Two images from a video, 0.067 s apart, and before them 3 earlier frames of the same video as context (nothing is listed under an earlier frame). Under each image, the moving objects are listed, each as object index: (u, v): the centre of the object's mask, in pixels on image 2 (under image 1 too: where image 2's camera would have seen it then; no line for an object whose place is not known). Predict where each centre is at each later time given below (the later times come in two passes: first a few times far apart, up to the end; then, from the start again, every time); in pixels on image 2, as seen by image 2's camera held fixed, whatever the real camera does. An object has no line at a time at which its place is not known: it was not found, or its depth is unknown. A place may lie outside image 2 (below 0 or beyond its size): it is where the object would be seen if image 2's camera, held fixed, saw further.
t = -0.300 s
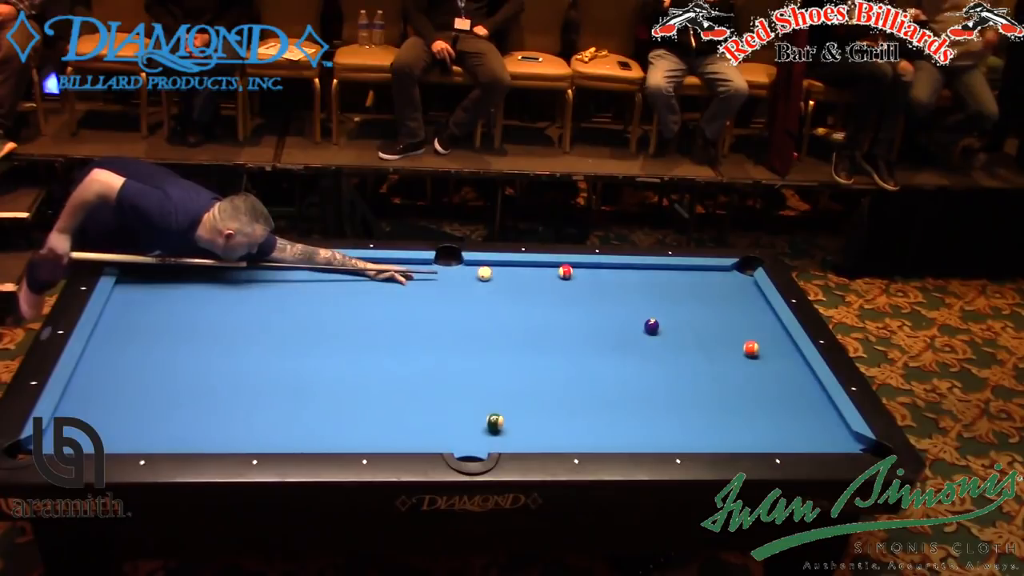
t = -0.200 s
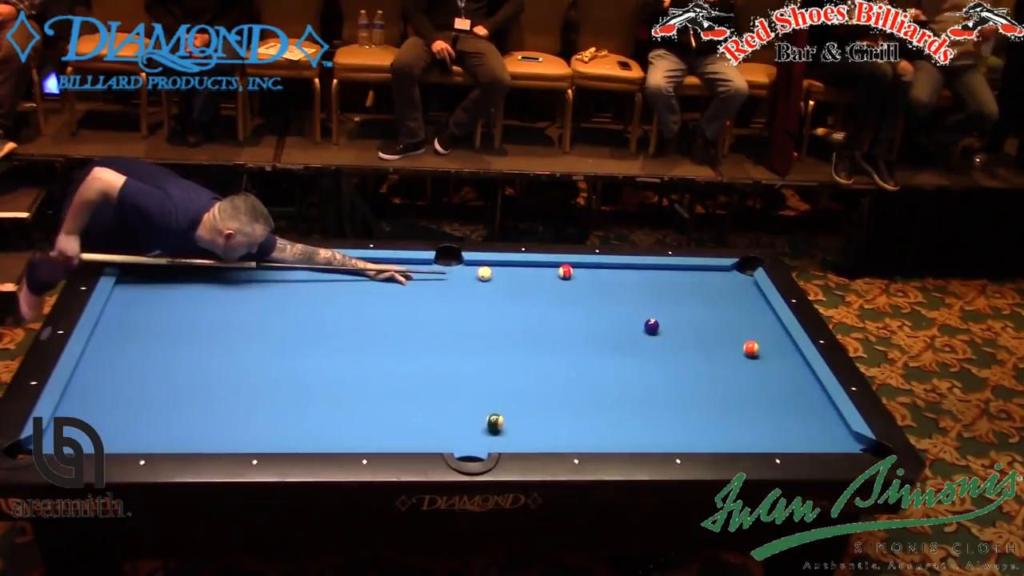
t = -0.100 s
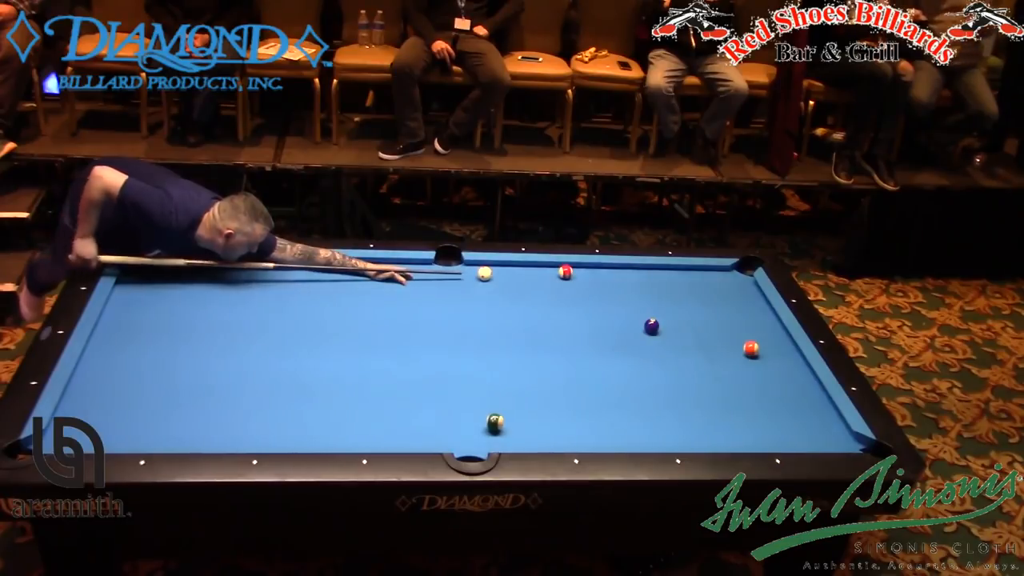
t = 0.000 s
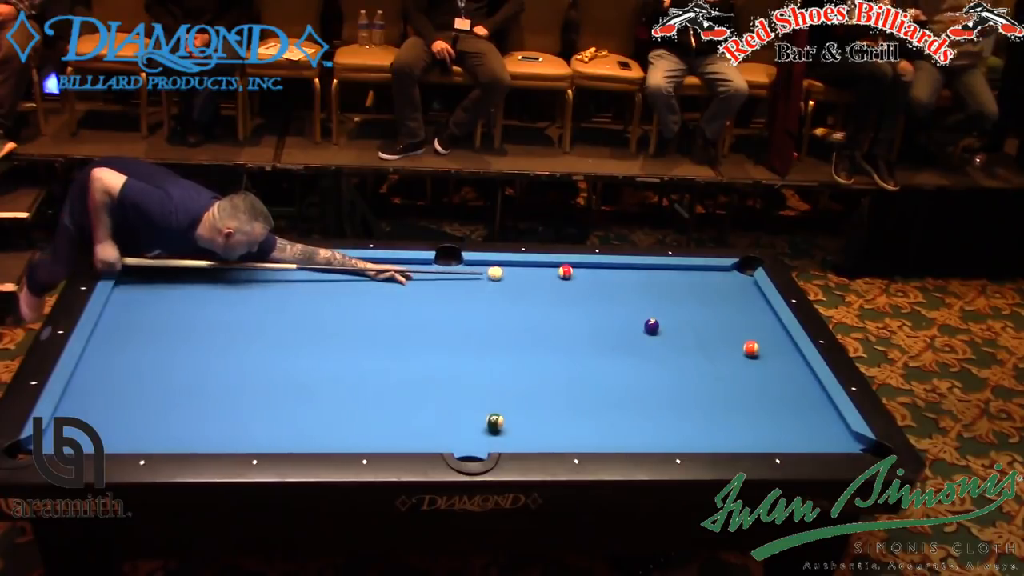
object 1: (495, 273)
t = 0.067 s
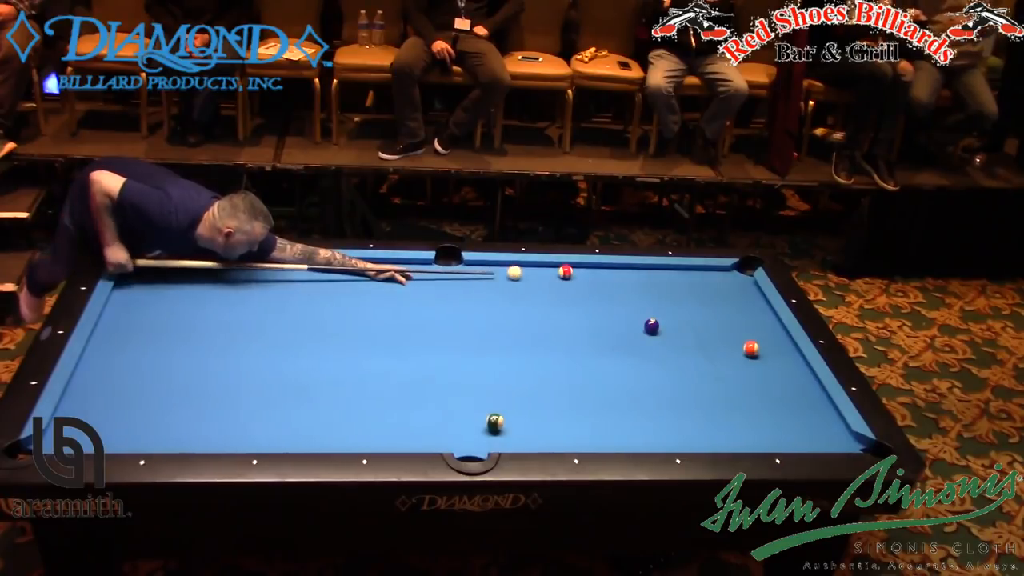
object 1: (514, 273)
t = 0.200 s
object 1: (546, 272)
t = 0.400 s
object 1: (558, 273)
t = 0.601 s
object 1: (566, 273)
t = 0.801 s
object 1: (574, 273)
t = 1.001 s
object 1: (581, 273)
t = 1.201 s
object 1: (588, 273)
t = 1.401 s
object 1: (594, 273)
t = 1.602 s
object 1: (599, 274)
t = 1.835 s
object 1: (604, 274)
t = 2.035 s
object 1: (607, 274)
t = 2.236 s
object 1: (609, 274)
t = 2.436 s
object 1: (611, 274)
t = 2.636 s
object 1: (612, 274)
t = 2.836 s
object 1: (612, 274)
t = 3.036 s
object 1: (612, 274)
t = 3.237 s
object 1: (612, 274)
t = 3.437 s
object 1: (612, 274)
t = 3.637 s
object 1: (612, 274)
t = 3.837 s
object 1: (612, 274)
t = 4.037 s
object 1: (612, 274)
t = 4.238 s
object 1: (612, 274)
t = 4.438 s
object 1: (612, 274)
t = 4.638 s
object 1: (612, 274)
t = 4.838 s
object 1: (612, 274)
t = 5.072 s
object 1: (612, 274)
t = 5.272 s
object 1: (612, 274)
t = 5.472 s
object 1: (612, 274)
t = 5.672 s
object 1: (612, 274)
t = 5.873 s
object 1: (612, 274)
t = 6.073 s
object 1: (612, 274)
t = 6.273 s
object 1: (612, 274)
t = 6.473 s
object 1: (612, 274)
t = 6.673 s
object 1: (612, 274)
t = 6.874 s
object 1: (612, 274)
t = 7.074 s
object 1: (612, 274)
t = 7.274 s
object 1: (612, 274)
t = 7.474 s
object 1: (612, 274)
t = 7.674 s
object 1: (612, 274)
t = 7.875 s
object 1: (612, 274)
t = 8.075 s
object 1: (612, 274)
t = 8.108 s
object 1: (612, 274)
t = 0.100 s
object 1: (523, 273)
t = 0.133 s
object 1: (531, 272)
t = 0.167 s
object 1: (538, 273)
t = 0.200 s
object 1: (546, 272)
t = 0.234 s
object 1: (551, 272)
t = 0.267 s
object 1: (552, 273)
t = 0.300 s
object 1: (553, 273)
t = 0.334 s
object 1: (555, 273)
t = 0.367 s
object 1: (556, 272)
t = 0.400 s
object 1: (558, 273)
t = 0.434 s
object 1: (559, 272)
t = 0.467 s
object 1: (561, 273)
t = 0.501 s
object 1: (562, 273)
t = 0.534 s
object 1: (563, 273)
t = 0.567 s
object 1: (565, 273)
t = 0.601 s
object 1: (566, 273)
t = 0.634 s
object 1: (568, 273)
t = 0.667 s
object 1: (569, 273)
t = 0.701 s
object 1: (570, 273)
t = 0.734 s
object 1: (572, 273)
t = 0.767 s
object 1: (573, 273)
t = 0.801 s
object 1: (574, 273)
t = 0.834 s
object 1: (575, 273)
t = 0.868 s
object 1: (577, 273)
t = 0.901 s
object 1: (578, 273)
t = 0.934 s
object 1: (579, 273)
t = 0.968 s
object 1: (580, 272)
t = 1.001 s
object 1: (581, 273)
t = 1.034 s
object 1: (583, 273)
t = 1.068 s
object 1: (583, 273)
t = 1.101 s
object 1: (585, 273)
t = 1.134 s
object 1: (586, 273)
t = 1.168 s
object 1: (587, 273)
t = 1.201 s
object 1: (588, 273)
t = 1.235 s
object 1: (589, 273)
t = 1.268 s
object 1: (590, 273)
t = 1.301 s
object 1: (591, 273)
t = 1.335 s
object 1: (592, 273)
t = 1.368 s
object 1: (593, 273)
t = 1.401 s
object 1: (594, 273)
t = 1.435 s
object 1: (595, 273)
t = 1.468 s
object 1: (596, 273)
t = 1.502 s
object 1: (597, 273)
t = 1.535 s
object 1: (597, 274)
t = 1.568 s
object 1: (598, 274)
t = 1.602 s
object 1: (599, 274)
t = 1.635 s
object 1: (600, 274)
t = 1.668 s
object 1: (600, 274)
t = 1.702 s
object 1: (601, 274)
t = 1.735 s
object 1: (602, 274)
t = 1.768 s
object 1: (602, 274)
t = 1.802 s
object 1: (603, 274)
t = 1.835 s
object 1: (604, 274)
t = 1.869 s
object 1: (604, 274)
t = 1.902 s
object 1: (605, 274)
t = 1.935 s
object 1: (605, 274)
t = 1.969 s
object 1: (606, 274)
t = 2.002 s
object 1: (606, 274)
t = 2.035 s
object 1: (607, 274)
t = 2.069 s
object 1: (607, 274)
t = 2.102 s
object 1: (608, 274)
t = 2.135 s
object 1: (608, 274)
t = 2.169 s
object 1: (609, 274)
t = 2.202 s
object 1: (609, 274)
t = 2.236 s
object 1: (609, 274)
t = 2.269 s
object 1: (610, 274)
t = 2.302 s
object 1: (610, 274)
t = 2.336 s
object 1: (610, 274)
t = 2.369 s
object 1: (610, 274)
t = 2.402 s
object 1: (611, 274)
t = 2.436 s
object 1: (611, 274)
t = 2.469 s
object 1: (611, 274)
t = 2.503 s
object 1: (612, 274)
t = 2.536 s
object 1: (612, 274)
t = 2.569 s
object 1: (612, 274)
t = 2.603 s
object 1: (612, 274)
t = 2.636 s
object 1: (612, 274)
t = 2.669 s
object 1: (612, 274)
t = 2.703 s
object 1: (612, 274)
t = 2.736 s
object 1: (612, 274)
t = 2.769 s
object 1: (612, 274)
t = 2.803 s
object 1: (612, 274)
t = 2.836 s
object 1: (612, 274)
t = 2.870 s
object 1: (612, 274)
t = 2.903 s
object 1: (612, 274)
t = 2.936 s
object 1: (612, 274)
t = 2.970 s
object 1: (612, 274)
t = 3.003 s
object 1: (612, 274)
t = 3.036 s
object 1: (612, 274)
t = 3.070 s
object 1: (612, 274)
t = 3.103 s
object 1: (612, 274)
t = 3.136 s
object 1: (612, 274)
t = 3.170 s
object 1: (612, 274)
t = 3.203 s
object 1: (612, 274)
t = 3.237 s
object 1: (612, 274)
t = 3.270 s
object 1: (612, 274)
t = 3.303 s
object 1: (612, 274)
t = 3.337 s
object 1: (612, 274)
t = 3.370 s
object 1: (612, 274)
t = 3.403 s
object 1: (612, 274)
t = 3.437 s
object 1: (612, 274)
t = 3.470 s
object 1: (612, 274)
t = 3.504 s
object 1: (612, 274)
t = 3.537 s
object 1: (612, 274)
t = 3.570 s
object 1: (612, 274)
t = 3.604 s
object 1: (612, 274)
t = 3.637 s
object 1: (612, 274)
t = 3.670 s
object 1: (612, 274)
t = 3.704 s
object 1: (612, 274)
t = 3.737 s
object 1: (612, 274)
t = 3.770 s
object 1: (612, 274)
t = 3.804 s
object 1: (612, 274)
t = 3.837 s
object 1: (612, 274)
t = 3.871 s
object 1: (612, 274)
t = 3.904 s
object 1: (612, 274)
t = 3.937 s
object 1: (612, 274)
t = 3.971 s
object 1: (612, 274)
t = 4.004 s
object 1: (612, 274)
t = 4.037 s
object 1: (612, 274)
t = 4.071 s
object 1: (612, 274)
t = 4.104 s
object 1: (612, 274)
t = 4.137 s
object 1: (612, 274)
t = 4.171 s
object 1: (612, 274)
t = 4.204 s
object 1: (612, 274)
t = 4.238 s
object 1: (612, 274)
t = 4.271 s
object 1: (612, 274)
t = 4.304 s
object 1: (612, 274)
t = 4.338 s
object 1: (612, 274)
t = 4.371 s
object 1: (612, 274)
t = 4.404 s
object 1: (612, 274)
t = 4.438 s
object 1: (612, 274)
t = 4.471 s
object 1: (612, 274)
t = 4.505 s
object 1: (612, 274)
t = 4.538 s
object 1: (612, 274)
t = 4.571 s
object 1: (612, 274)
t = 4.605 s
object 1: (612, 274)
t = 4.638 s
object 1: (612, 274)
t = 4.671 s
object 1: (612, 274)
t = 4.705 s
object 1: (612, 274)
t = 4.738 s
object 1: (612, 274)
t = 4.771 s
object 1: (612, 274)
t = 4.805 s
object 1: (612, 274)
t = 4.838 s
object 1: (612, 274)
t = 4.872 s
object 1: (612, 274)
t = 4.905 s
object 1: (612, 274)
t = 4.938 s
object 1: (612, 274)
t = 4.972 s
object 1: (612, 274)
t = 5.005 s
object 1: (612, 274)
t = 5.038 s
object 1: (612, 274)
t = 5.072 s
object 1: (612, 274)
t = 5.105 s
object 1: (612, 274)
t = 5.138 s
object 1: (612, 274)
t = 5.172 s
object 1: (612, 274)
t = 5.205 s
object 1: (612, 274)
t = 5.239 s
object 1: (612, 274)
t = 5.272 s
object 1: (612, 274)
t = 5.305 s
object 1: (612, 274)
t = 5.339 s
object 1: (612, 274)
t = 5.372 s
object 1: (612, 274)
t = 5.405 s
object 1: (612, 274)
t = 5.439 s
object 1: (612, 274)
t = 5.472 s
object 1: (612, 274)
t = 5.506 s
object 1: (612, 274)
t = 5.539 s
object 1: (612, 274)
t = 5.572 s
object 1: (612, 274)
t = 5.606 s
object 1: (612, 274)
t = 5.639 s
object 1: (612, 274)
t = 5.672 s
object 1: (612, 274)
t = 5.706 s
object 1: (612, 274)
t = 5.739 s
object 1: (612, 274)
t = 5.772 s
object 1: (612, 274)
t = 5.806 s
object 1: (612, 274)
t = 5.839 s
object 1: (612, 274)
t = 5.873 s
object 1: (612, 274)
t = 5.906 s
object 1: (612, 274)
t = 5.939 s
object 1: (612, 274)
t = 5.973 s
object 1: (612, 274)
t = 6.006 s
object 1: (612, 274)
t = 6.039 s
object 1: (612, 274)
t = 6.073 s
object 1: (612, 274)
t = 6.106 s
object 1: (612, 274)
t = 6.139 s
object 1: (612, 274)
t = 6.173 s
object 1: (612, 274)
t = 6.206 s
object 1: (612, 274)
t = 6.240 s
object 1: (612, 274)
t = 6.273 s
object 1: (612, 274)
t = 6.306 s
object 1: (612, 274)
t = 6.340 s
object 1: (612, 274)
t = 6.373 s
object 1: (612, 274)
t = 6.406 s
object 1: (612, 274)
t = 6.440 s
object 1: (612, 274)
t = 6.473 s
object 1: (612, 274)
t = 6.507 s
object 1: (612, 274)
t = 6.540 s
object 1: (612, 274)
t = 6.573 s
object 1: (612, 274)
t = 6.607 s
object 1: (612, 274)
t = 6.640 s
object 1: (612, 274)
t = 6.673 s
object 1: (612, 274)
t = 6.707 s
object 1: (612, 274)
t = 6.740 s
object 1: (612, 274)
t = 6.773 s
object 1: (612, 274)
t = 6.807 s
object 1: (612, 274)
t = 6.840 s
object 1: (612, 274)
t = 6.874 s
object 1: (612, 274)
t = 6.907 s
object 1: (612, 274)
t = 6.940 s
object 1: (612, 274)
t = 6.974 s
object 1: (612, 274)
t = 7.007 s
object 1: (612, 274)
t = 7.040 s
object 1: (612, 274)
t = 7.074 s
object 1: (612, 274)
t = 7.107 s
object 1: (612, 274)
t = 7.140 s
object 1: (612, 274)
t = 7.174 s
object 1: (612, 274)
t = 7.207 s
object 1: (612, 274)
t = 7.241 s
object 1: (612, 274)
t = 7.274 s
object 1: (612, 274)
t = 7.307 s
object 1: (612, 274)
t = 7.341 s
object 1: (612, 274)
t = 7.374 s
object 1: (612, 274)
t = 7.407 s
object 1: (612, 274)
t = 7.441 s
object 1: (612, 274)
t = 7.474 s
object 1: (612, 274)
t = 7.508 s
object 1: (612, 274)
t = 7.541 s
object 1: (612, 274)
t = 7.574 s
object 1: (612, 274)
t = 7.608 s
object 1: (612, 274)
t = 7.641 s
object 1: (612, 274)
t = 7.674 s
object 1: (612, 274)
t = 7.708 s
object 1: (612, 274)
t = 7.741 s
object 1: (612, 274)
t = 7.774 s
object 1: (612, 274)
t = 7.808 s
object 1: (612, 274)
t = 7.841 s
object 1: (612, 274)
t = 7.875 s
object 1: (612, 274)
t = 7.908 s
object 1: (612, 274)
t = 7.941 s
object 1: (612, 274)
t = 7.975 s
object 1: (612, 274)
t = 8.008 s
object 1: (612, 274)
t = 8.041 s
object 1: (612, 274)
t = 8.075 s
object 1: (612, 274)
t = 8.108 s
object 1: (612, 274)
